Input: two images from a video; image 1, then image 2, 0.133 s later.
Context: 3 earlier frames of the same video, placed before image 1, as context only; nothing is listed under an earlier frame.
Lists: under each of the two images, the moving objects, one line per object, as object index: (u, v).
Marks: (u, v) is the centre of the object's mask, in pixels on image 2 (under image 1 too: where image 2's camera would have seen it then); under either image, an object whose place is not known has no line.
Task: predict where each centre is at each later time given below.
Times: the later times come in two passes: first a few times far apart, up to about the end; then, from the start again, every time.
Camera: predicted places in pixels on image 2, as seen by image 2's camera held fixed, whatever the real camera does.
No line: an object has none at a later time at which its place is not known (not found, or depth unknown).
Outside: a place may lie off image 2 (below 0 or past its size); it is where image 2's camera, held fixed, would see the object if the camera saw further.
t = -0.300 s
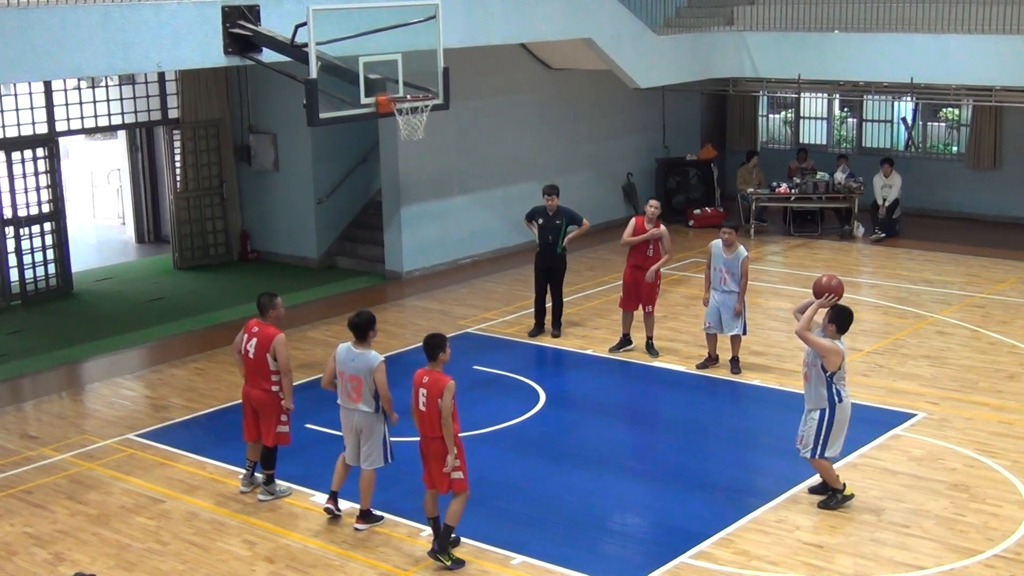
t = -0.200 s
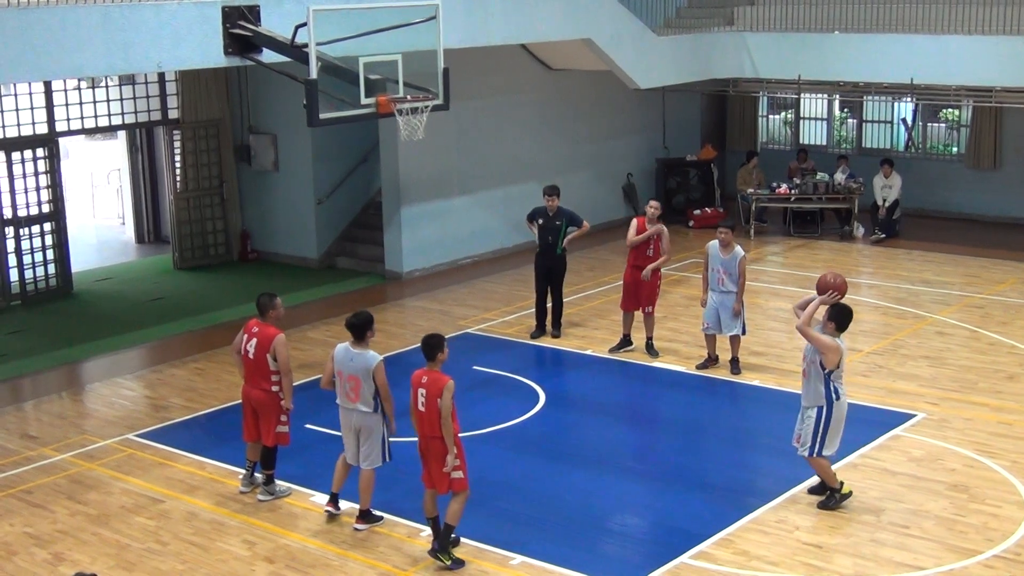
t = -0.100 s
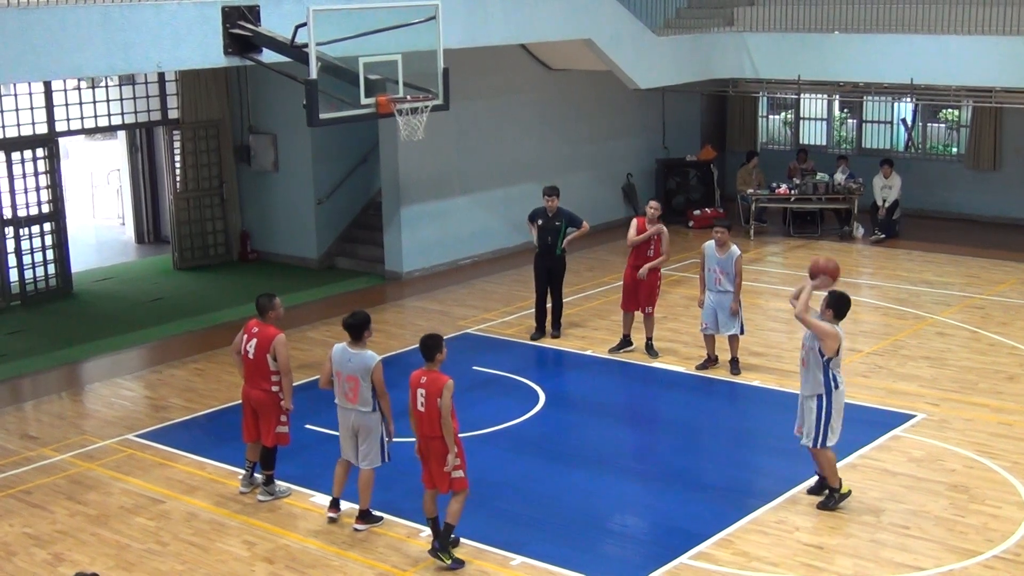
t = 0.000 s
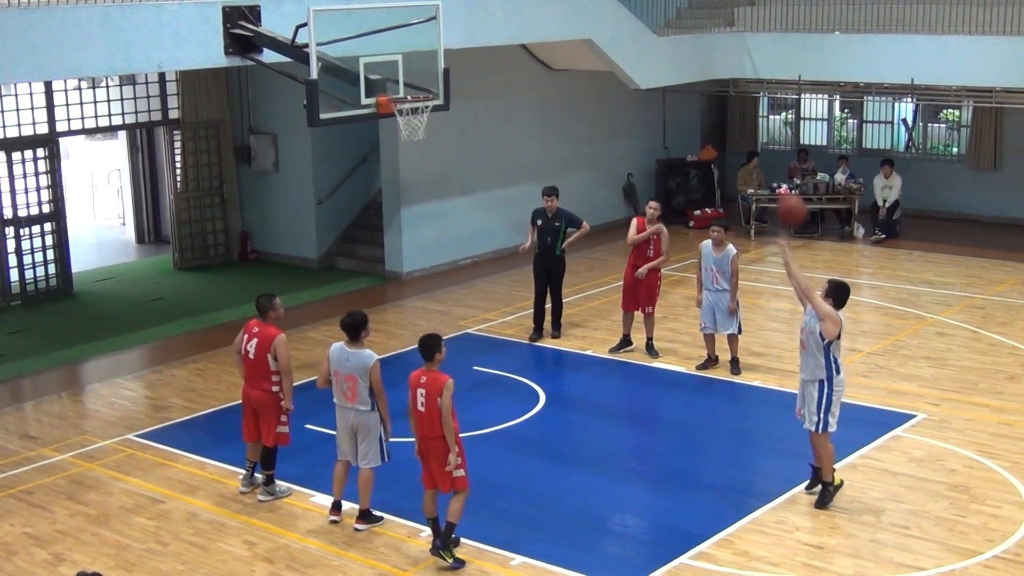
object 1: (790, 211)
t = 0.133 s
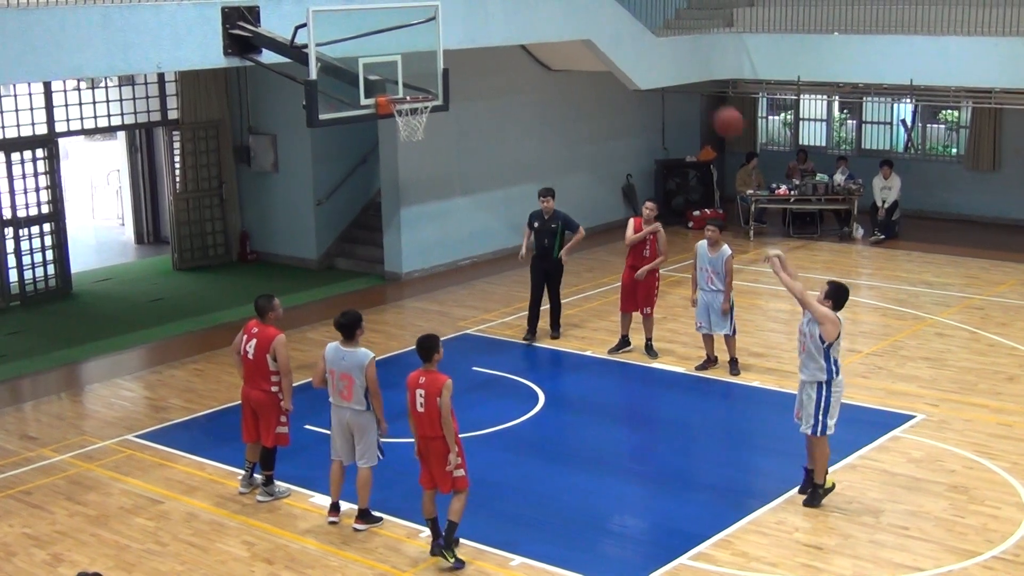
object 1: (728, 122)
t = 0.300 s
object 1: (654, 47)
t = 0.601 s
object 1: (536, 5)
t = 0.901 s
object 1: (435, 51)
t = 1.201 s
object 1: (401, 67)
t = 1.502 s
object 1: (439, 83)
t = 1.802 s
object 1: (474, 108)
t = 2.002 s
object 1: (499, 175)
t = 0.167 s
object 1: (714, 105)
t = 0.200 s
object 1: (699, 88)
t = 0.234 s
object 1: (683, 73)
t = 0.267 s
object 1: (669, 59)
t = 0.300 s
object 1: (654, 47)
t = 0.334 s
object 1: (640, 36)
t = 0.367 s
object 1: (627, 27)
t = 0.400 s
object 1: (613, 19)
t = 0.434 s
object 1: (600, 13)
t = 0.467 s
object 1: (586, 9)
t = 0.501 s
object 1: (573, 7)
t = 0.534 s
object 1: (561, 6)
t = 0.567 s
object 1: (548, 5)
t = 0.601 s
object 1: (536, 5)
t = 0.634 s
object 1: (524, 5)
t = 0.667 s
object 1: (512, 6)
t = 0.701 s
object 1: (500, 8)
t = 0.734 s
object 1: (489, 11)
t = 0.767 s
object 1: (478, 17)
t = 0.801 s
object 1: (467, 24)
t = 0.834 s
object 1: (456, 31)
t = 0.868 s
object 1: (446, 40)
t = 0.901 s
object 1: (435, 51)
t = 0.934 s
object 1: (426, 62)
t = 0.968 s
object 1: (417, 73)
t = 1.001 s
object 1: (407, 86)
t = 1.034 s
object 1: (404, 93)
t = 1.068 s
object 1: (414, 91)
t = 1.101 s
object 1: (414, 89)
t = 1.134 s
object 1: (410, 80)
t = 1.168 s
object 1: (405, 73)
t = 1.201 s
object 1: (401, 67)
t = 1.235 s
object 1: (396, 62)
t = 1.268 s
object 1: (399, 61)
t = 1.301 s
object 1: (405, 62)
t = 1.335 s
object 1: (411, 65)
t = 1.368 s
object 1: (417, 69)
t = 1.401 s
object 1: (423, 74)
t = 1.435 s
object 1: (429, 80)
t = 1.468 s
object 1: (435, 85)
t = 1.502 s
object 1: (439, 83)
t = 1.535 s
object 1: (442, 81)
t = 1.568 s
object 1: (446, 80)
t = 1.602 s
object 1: (449, 81)
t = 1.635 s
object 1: (454, 83)
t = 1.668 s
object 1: (458, 85)
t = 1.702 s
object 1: (462, 89)
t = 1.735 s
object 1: (465, 94)
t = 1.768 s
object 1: (469, 100)
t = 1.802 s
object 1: (474, 108)
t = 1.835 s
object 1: (478, 116)
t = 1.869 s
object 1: (482, 125)
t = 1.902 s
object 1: (486, 136)
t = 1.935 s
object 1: (490, 148)
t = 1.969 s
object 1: (494, 161)
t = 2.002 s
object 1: (499, 175)
